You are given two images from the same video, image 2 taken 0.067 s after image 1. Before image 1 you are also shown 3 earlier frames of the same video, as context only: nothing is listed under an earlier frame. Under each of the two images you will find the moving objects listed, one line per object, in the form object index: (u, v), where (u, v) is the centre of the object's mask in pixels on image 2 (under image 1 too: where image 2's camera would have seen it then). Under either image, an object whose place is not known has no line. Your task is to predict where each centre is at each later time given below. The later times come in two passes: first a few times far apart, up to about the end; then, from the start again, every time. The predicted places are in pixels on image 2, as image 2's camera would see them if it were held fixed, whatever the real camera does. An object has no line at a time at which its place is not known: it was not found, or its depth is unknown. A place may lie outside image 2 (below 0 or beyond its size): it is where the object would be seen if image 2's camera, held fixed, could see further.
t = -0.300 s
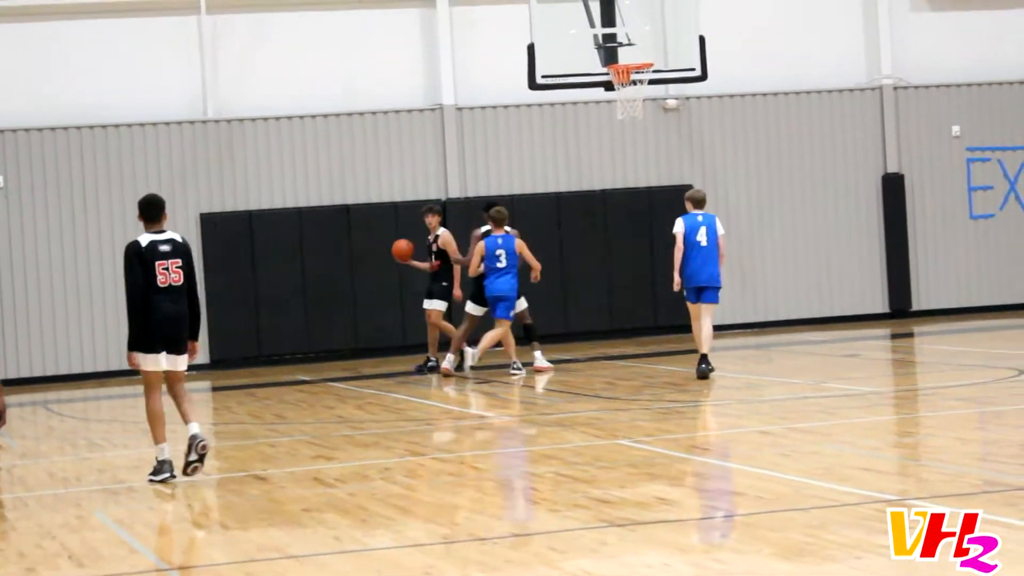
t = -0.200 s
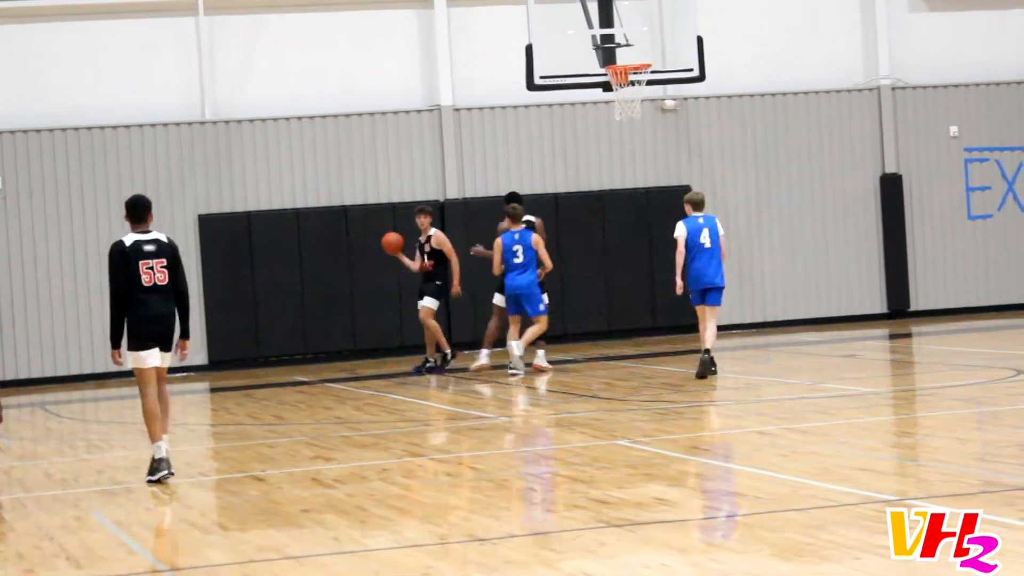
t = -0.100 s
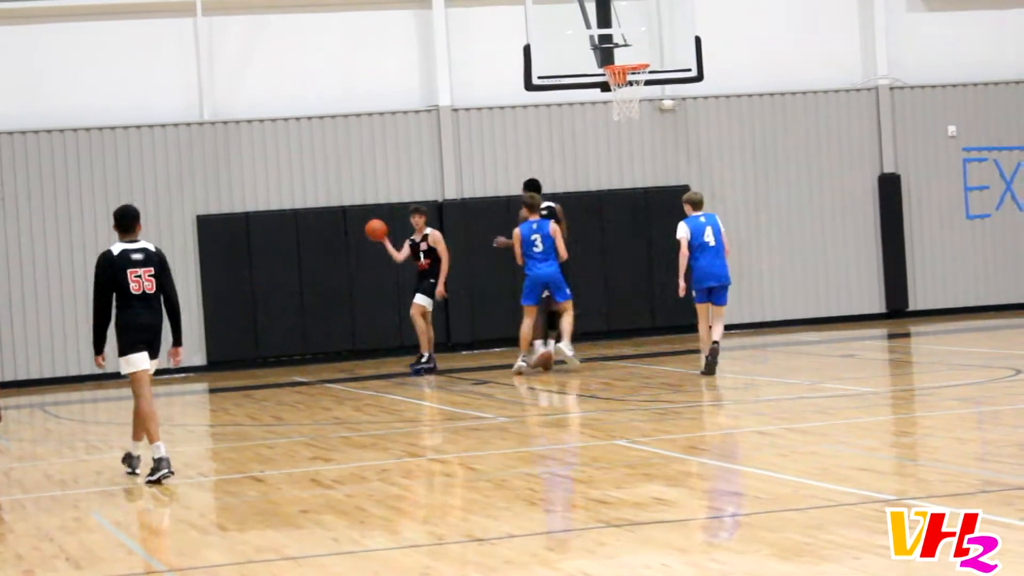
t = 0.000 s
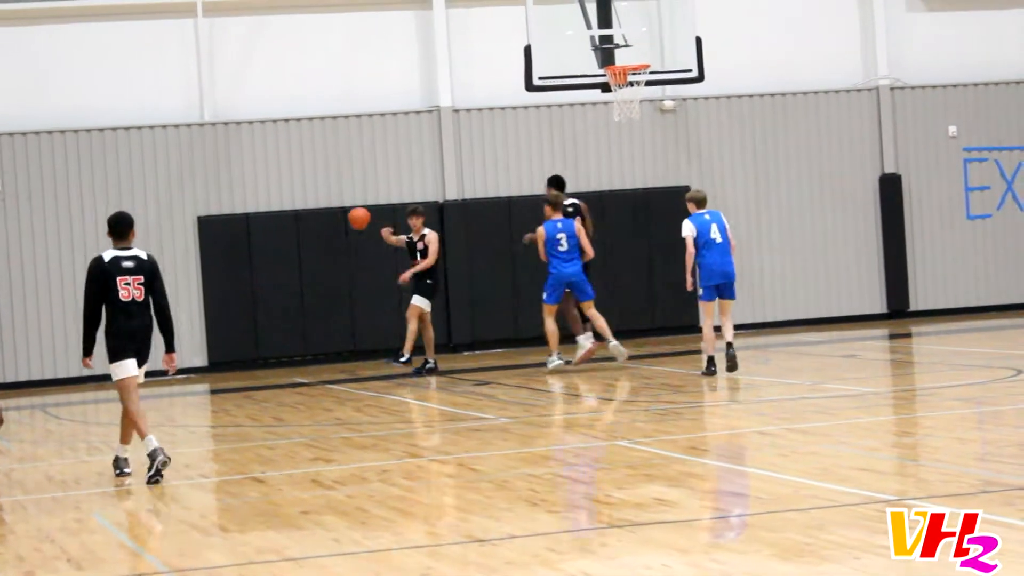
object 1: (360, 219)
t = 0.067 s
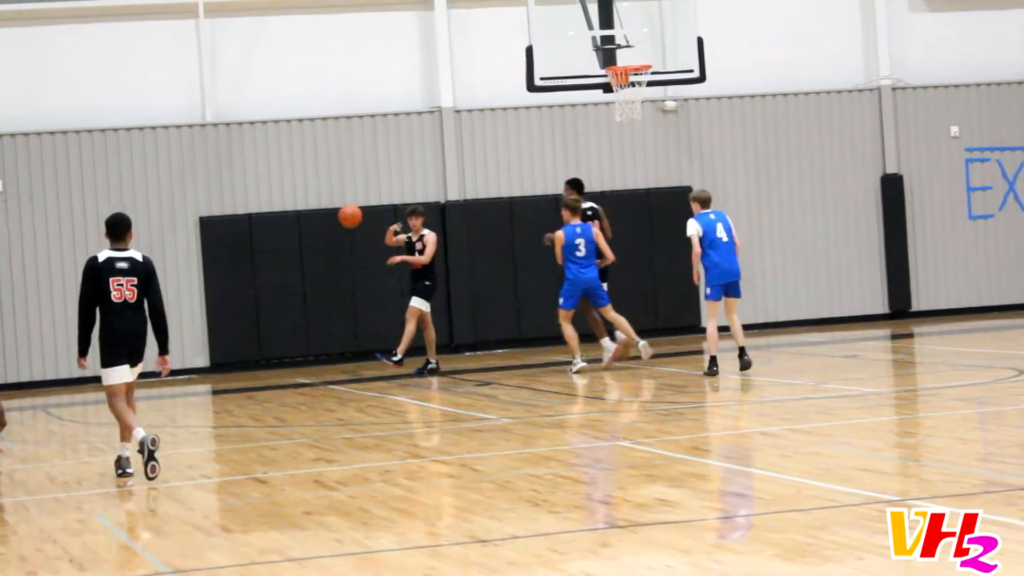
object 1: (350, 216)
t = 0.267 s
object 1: (317, 233)
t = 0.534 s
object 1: (272, 331)
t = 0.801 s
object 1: (222, 354)
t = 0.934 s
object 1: (200, 314)
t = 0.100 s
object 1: (345, 216)
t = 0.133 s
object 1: (340, 217)
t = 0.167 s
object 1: (334, 219)
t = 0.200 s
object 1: (328, 223)
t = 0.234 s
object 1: (323, 227)
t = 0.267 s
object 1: (317, 233)
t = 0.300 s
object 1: (312, 240)
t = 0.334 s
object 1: (306, 249)
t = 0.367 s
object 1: (301, 259)
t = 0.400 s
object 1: (295, 270)
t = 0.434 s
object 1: (290, 283)
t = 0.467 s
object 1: (284, 298)
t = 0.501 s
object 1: (278, 314)
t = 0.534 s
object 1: (272, 331)
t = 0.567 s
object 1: (265, 351)
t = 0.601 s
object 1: (259, 371)
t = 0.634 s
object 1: (252, 395)
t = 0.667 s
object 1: (246, 414)
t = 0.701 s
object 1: (240, 396)
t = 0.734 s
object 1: (234, 380)
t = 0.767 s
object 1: (228, 366)
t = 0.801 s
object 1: (222, 354)
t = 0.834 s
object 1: (217, 342)
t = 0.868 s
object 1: (211, 332)
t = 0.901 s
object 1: (205, 322)
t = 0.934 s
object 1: (200, 314)
